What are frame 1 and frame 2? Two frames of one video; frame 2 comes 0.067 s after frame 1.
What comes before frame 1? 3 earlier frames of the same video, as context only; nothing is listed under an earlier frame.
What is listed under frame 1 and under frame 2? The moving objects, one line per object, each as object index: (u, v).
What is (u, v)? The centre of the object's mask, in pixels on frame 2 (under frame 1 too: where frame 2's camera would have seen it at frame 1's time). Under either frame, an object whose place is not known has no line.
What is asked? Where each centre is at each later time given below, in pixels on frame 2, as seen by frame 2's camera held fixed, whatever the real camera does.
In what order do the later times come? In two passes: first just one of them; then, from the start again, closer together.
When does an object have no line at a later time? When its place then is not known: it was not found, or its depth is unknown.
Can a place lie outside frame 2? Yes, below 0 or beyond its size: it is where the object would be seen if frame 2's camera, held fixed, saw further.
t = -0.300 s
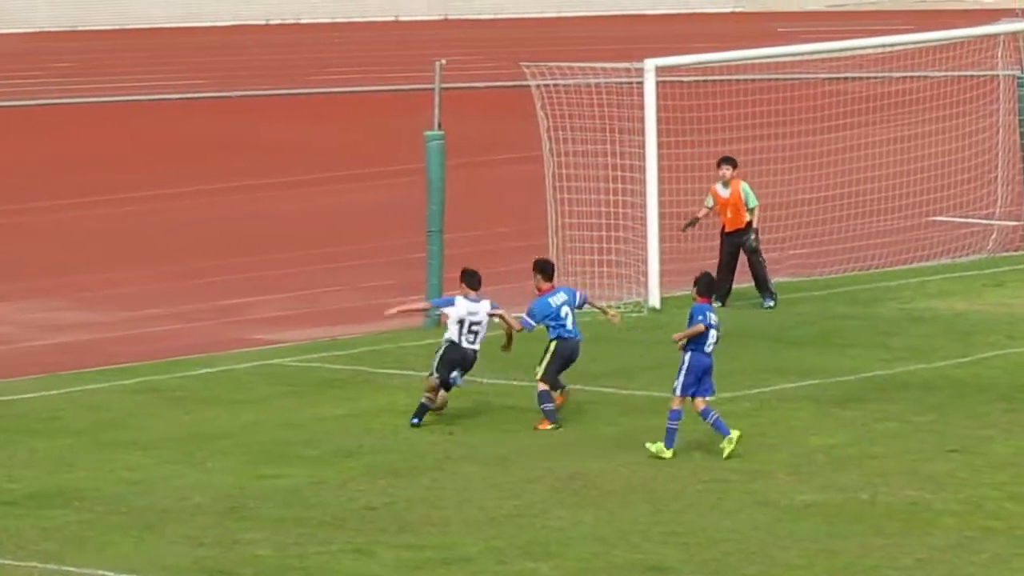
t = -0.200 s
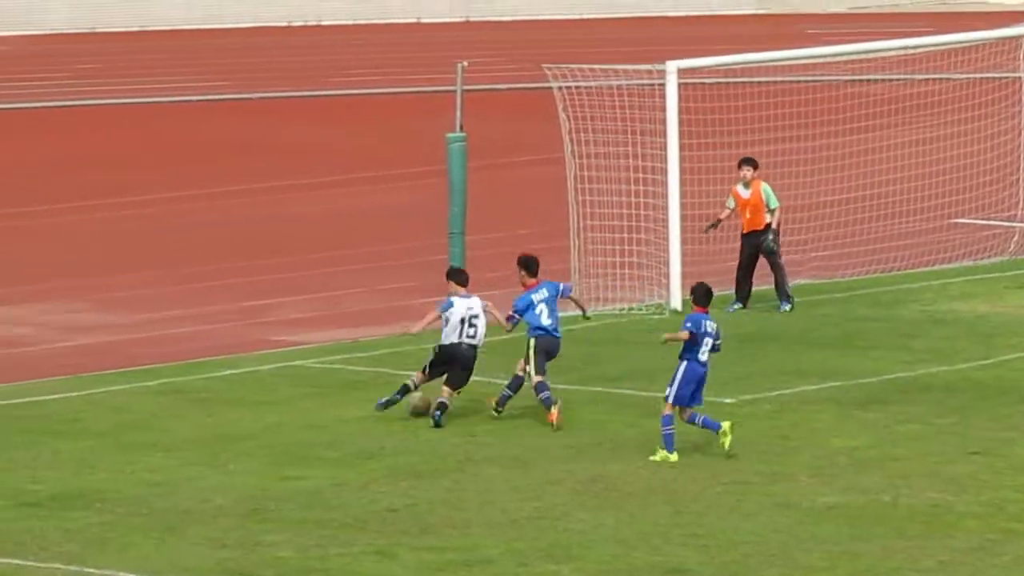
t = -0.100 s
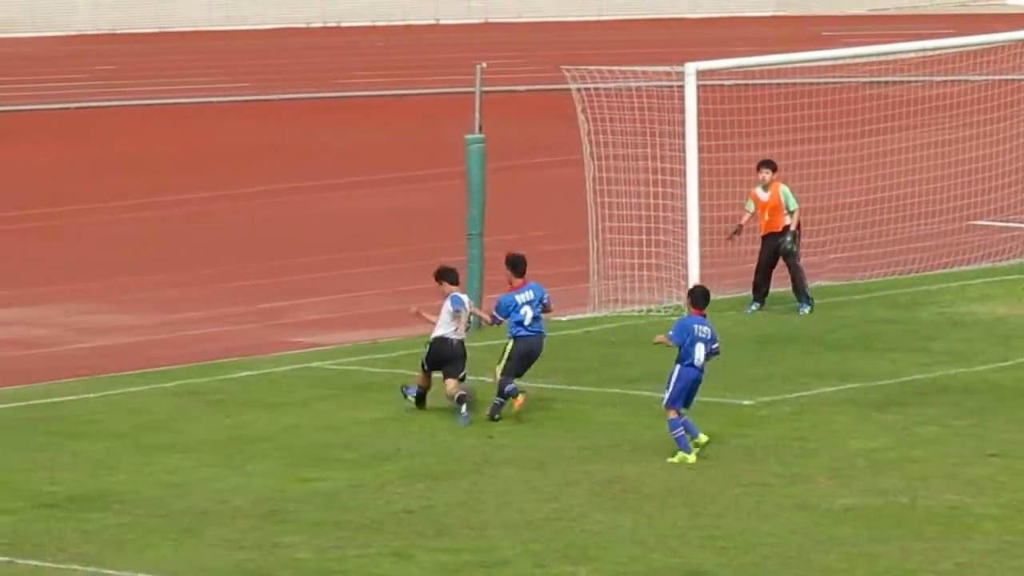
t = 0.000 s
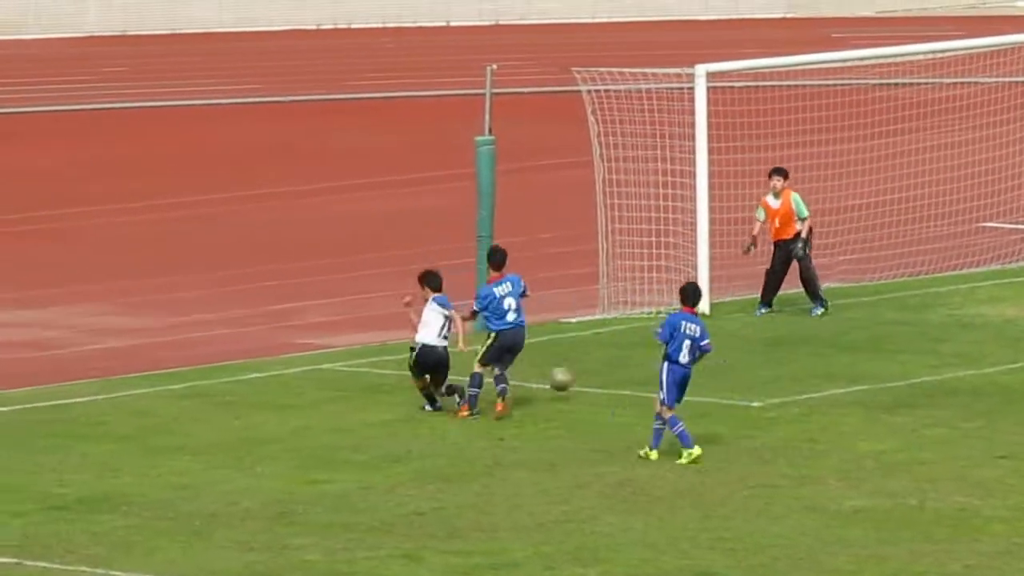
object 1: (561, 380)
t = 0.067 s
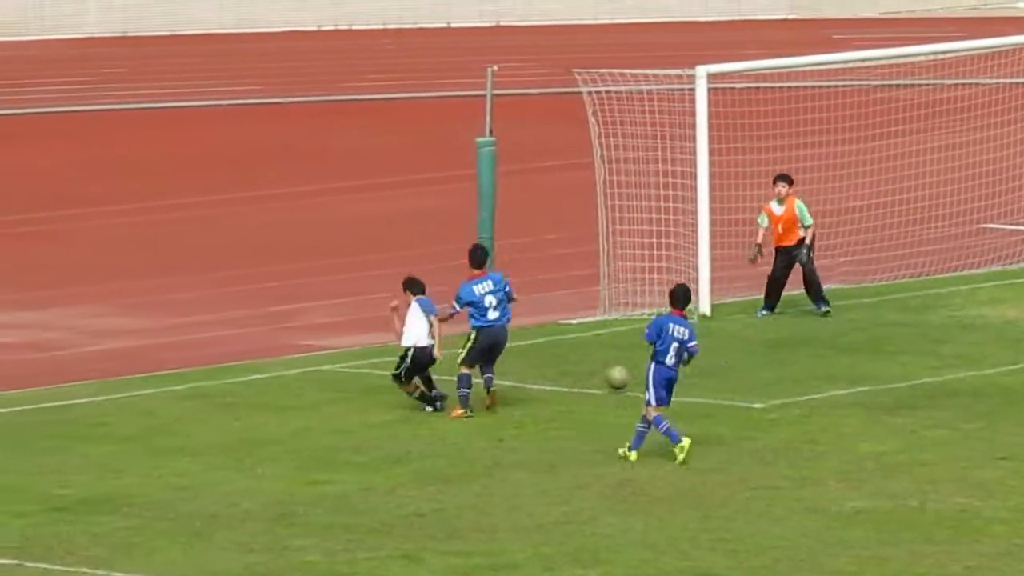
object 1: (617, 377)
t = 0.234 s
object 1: (737, 365)
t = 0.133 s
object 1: (675, 378)
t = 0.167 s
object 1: (695, 373)
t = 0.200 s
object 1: (715, 368)
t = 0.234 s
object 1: (737, 365)
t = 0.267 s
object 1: (758, 362)
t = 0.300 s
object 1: (777, 361)
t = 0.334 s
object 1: (798, 361)
